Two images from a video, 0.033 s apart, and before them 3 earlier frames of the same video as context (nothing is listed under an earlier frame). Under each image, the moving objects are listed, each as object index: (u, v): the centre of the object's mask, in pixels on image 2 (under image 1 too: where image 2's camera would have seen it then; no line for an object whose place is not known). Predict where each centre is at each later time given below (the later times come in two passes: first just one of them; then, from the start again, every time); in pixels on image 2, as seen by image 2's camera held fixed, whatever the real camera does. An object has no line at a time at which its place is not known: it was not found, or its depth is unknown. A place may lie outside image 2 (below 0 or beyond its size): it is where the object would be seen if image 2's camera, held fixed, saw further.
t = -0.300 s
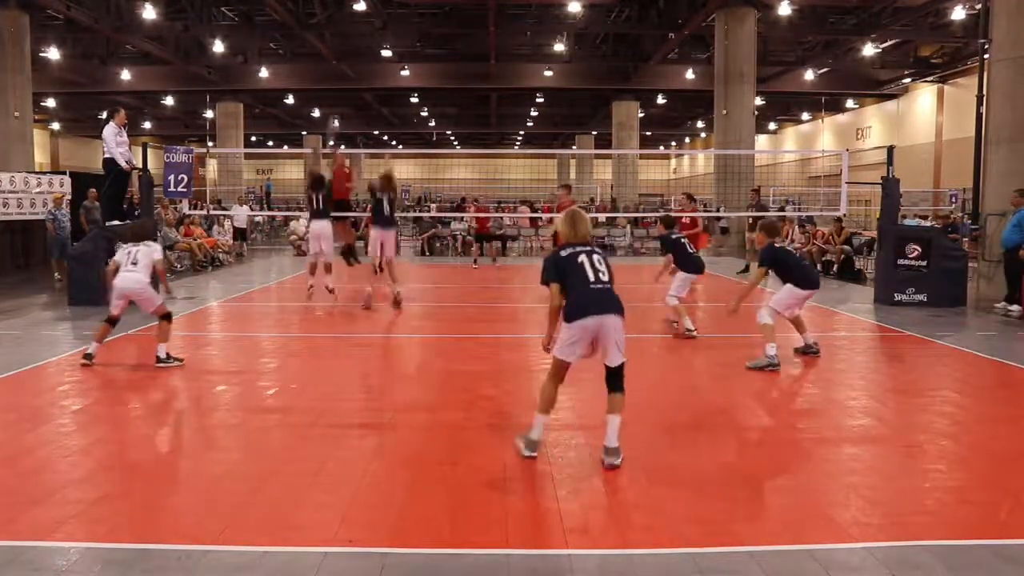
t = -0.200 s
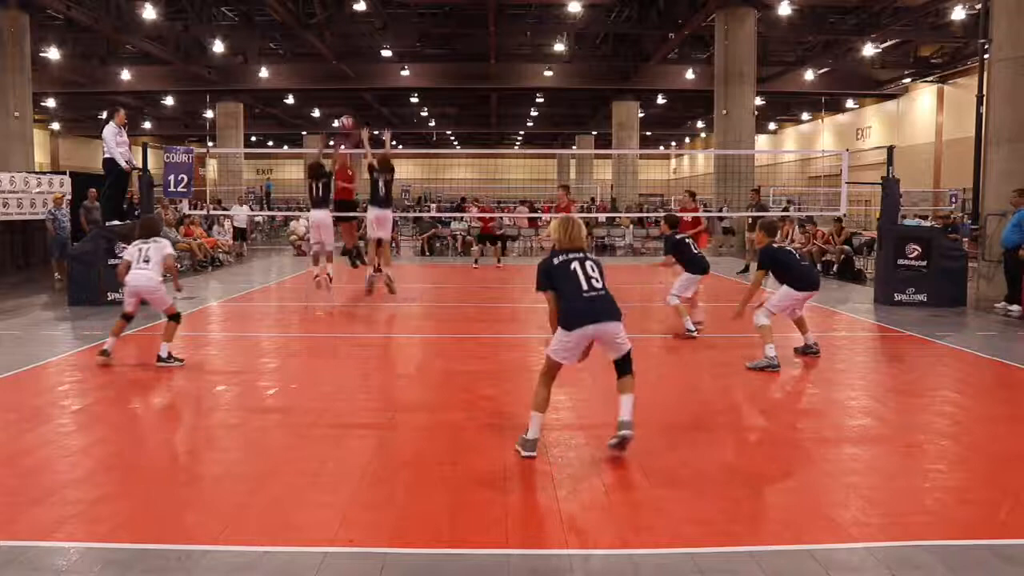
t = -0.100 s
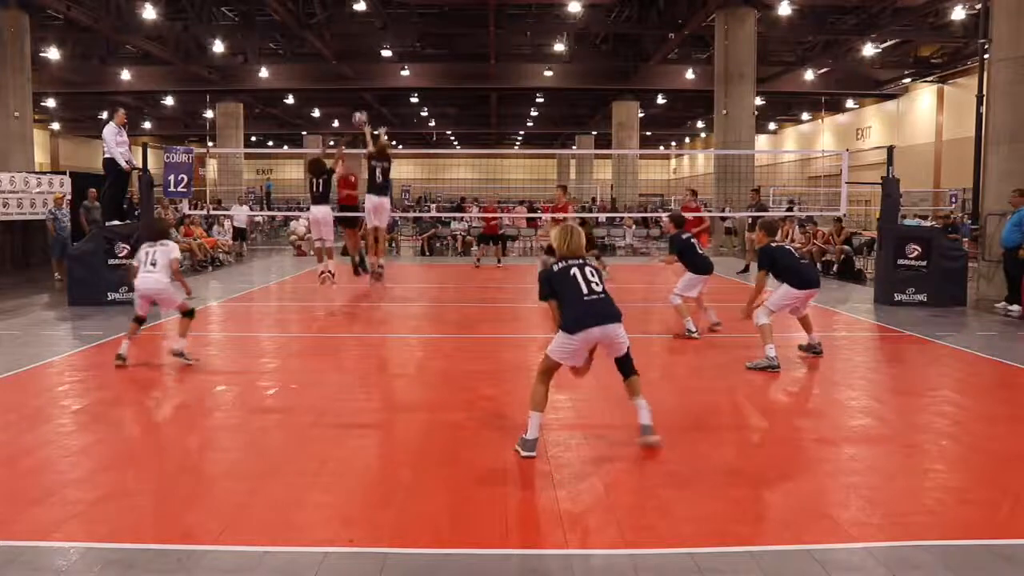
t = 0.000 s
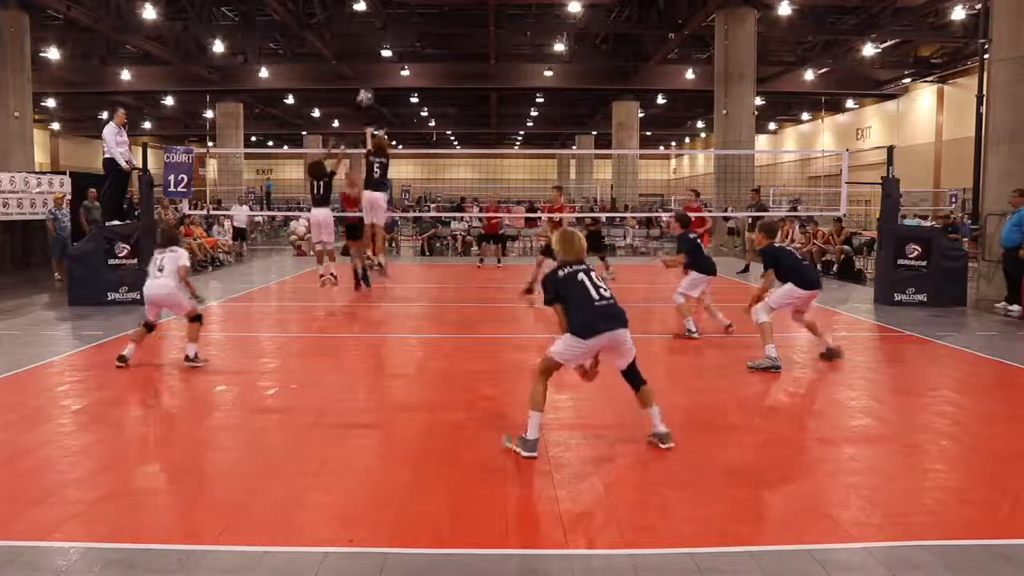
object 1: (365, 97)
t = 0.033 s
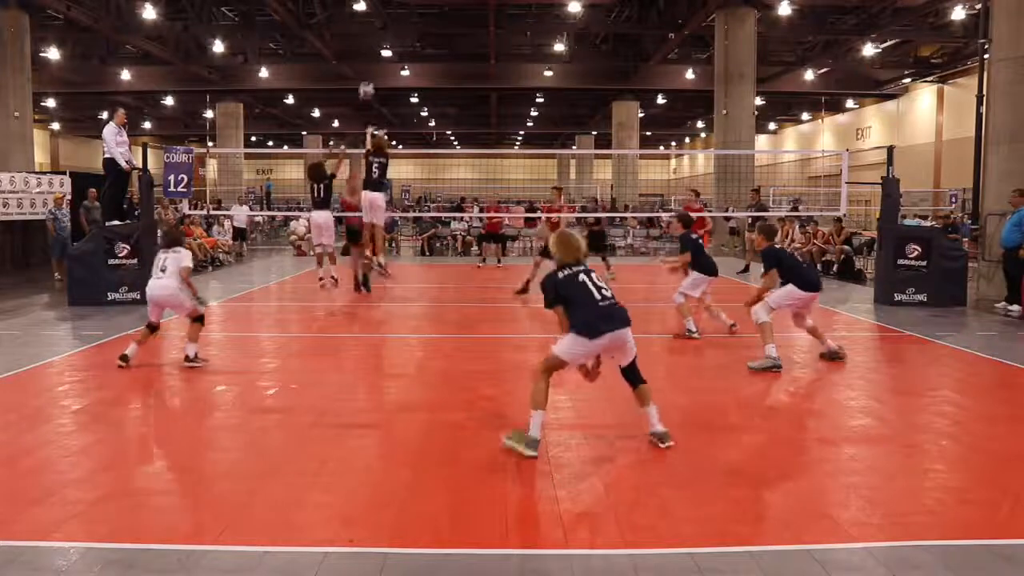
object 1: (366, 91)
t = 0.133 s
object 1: (371, 75)
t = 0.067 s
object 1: (367, 85)
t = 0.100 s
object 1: (369, 80)
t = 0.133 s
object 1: (371, 75)
